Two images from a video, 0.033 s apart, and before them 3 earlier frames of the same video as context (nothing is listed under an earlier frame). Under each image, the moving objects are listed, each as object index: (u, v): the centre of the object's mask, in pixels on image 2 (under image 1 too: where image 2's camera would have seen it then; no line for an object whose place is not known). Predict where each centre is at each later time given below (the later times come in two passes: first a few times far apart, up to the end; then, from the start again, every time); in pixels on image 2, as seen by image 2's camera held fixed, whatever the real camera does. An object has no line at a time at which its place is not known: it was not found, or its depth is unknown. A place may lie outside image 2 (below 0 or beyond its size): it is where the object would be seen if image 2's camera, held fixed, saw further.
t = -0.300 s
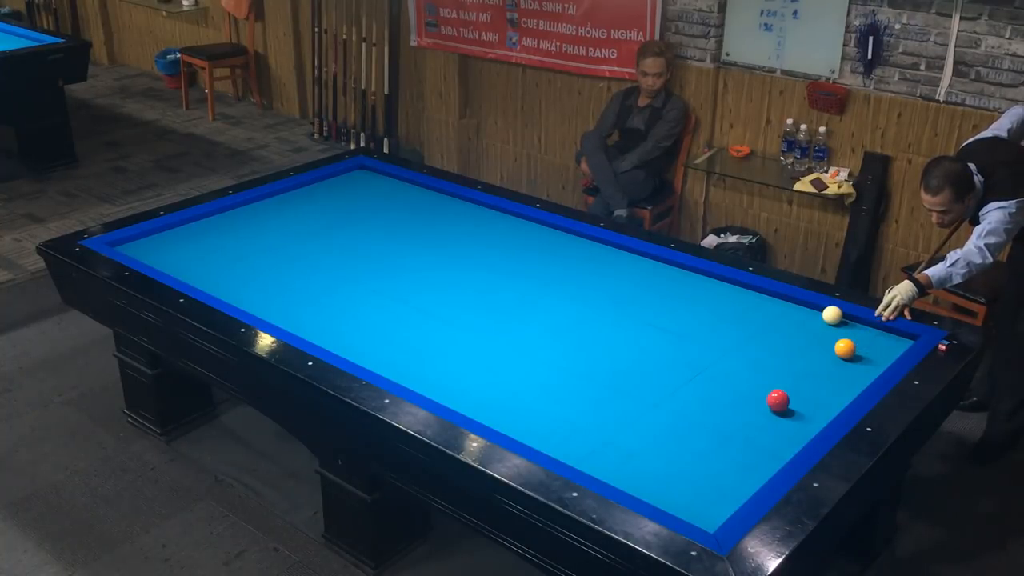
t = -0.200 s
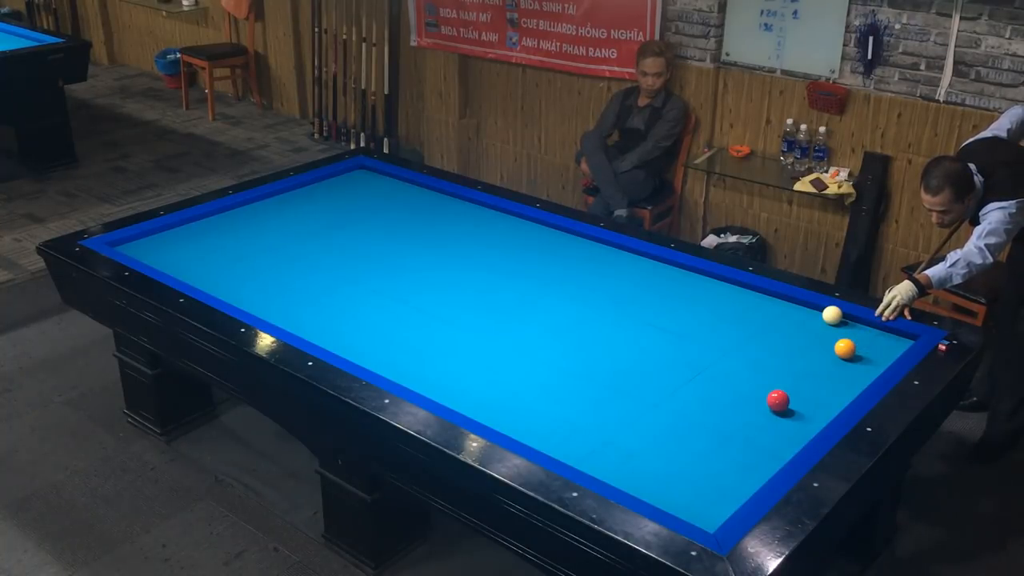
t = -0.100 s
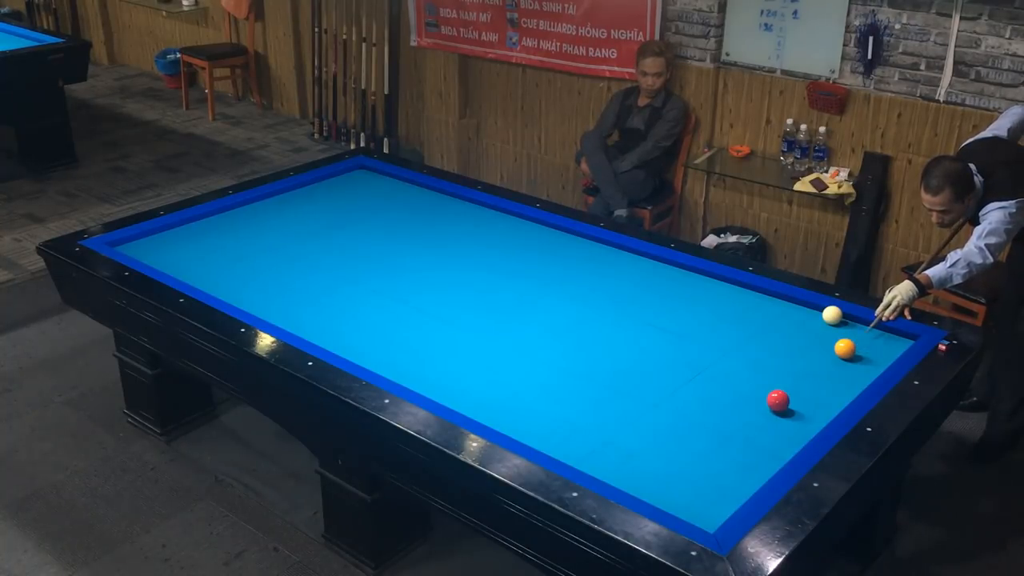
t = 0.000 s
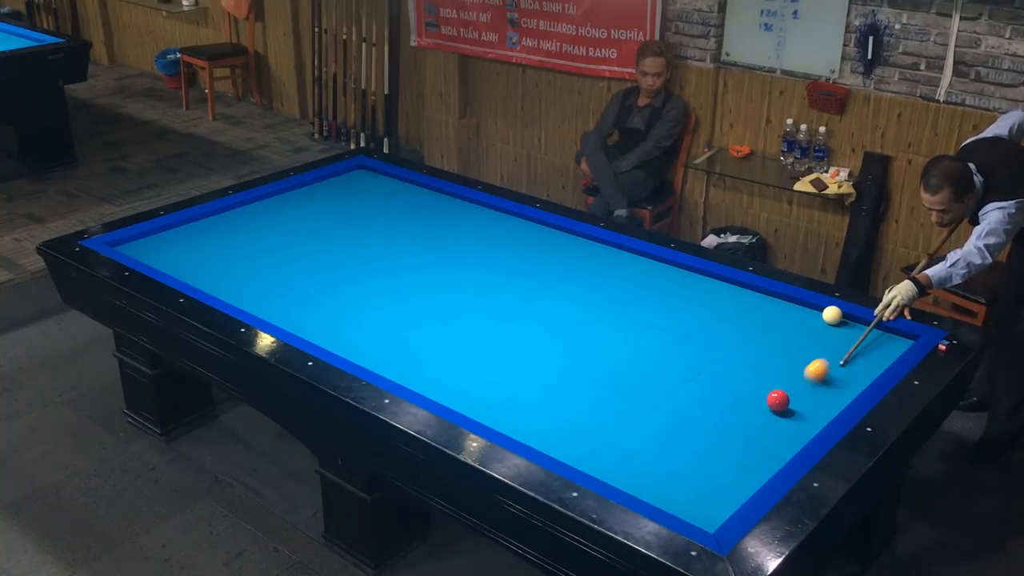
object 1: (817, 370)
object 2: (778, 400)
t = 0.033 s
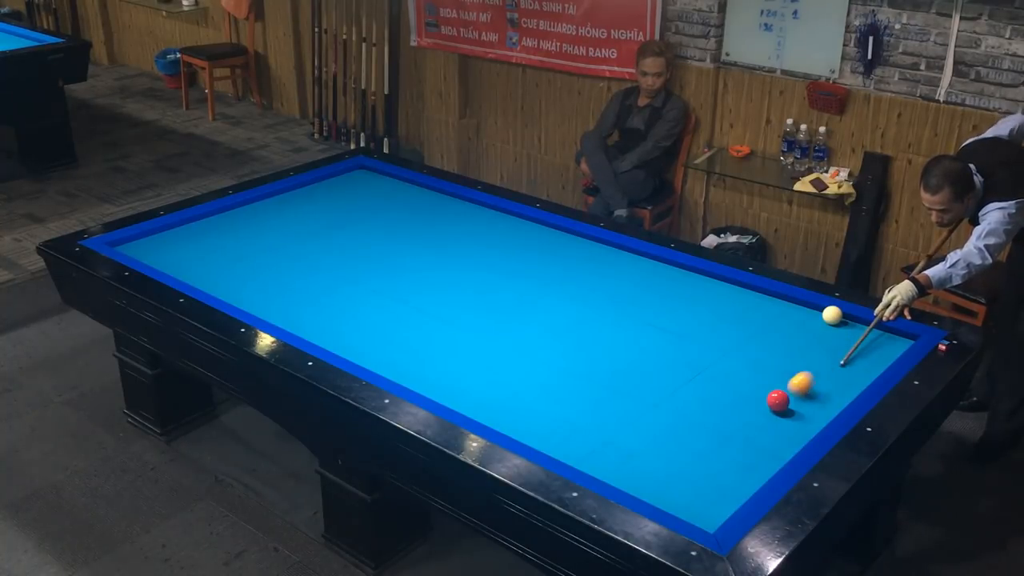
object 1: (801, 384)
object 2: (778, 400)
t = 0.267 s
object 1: (822, 399)
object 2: (640, 476)
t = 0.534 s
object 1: (848, 382)
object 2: (683, 413)
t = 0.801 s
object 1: (855, 358)
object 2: (726, 358)
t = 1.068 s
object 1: (861, 336)
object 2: (761, 313)
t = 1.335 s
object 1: (849, 324)
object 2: (754, 309)
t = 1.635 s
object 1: (809, 324)
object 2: (718, 331)
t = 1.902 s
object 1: (776, 324)
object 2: (684, 352)
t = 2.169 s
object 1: (744, 324)
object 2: (648, 373)
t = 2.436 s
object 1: (713, 324)
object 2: (610, 395)
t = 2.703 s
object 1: (683, 324)
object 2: (569, 419)
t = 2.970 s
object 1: (655, 324)
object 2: (534, 438)
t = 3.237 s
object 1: (628, 324)
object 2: (556, 423)
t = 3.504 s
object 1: (602, 324)
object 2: (575, 409)
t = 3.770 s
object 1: (577, 324)
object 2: (594, 396)
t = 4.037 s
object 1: (553, 324)
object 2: (610, 383)
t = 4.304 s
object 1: (530, 324)
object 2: (626, 372)
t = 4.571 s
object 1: (508, 325)
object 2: (640, 361)
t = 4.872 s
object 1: (485, 325)
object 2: (654, 350)
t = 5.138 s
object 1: (466, 325)
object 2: (666, 341)
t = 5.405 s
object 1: (448, 325)
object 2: (676, 333)
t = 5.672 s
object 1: (430, 325)
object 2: (686, 325)
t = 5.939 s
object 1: (414, 325)
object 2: (695, 317)
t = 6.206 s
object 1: (399, 325)
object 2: (703, 311)
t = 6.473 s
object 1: (385, 325)
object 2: (711, 305)
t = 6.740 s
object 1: (373, 325)
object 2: (718, 299)
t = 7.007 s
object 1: (361, 325)
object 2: (725, 294)
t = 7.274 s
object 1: (351, 325)
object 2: (731, 288)
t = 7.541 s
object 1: (342, 325)
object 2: (734, 285)
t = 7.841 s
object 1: (334, 325)
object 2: (730, 287)
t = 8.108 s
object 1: (327, 325)
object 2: (727, 288)
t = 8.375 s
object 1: (322, 325)
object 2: (724, 290)
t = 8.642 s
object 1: (318, 325)
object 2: (723, 292)
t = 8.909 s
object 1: (315, 325)
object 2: (721, 293)
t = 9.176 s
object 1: (314, 325)
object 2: (719, 293)
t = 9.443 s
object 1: (313, 325)
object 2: (719, 293)
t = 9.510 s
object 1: (313, 325)
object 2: (719, 293)
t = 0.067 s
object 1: (792, 394)
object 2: (769, 404)
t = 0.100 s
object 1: (796, 396)
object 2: (749, 415)
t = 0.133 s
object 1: (801, 397)
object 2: (727, 427)
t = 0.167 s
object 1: (805, 398)
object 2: (706, 439)
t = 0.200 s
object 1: (811, 399)
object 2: (684, 451)
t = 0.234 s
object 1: (816, 399)
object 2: (662, 463)
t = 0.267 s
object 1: (822, 399)
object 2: (640, 476)
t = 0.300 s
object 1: (828, 398)
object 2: (626, 481)
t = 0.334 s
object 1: (834, 397)
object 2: (635, 472)
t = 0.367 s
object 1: (840, 396)
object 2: (645, 460)
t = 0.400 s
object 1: (845, 395)
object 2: (654, 449)
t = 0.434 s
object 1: (846, 391)
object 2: (662, 440)
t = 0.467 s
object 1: (846, 389)
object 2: (670, 430)
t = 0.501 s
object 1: (848, 385)
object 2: (677, 422)
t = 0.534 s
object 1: (848, 382)
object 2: (683, 413)
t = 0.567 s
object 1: (849, 379)
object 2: (689, 406)
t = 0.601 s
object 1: (850, 376)
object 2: (695, 398)
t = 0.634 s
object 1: (851, 373)
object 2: (700, 391)
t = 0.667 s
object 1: (852, 369)
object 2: (705, 384)
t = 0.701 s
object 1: (853, 367)
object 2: (711, 378)
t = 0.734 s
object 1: (853, 364)
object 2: (716, 371)
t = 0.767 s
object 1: (854, 361)
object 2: (721, 365)
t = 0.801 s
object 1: (855, 358)
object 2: (726, 358)
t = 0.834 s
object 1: (856, 355)
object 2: (731, 353)
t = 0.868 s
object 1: (856, 352)
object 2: (735, 346)
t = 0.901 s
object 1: (857, 349)
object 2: (740, 341)
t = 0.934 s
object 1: (858, 347)
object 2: (744, 335)
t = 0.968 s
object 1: (858, 344)
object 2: (748, 329)
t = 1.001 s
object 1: (859, 341)
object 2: (753, 324)
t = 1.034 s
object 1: (860, 339)
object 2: (757, 319)
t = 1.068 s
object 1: (861, 336)
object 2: (761, 313)
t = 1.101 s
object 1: (861, 333)
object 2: (765, 308)
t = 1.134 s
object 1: (862, 331)
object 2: (769, 303)
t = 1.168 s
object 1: (862, 328)
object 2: (773, 298)
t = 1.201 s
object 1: (863, 326)
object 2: (772, 298)
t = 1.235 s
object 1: (863, 324)
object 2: (768, 301)
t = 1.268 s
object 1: (858, 324)
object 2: (763, 304)
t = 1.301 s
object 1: (853, 324)
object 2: (758, 307)
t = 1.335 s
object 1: (849, 324)
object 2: (754, 309)
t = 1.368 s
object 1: (844, 324)
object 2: (750, 312)
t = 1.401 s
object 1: (840, 324)
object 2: (746, 314)
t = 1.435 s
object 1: (836, 325)
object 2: (742, 317)
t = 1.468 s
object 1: (831, 325)
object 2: (738, 319)
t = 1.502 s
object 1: (826, 325)
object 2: (734, 321)
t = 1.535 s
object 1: (822, 324)
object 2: (730, 324)
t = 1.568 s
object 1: (818, 324)
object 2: (726, 326)
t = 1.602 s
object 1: (813, 324)
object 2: (722, 329)
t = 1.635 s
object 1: (809, 324)
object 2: (718, 331)
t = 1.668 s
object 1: (805, 324)
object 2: (714, 334)
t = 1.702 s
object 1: (801, 324)
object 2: (709, 336)
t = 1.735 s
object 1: (796, 324)
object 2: (705, 339)
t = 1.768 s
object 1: (792, 324)
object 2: (701, 341)
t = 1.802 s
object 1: (788, 324)
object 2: (697, 344)
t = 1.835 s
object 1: (784, 324)
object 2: (692, 346)
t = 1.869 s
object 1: (780, 324)
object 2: (688, 349)
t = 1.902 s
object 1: (776, 324)
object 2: (684, 352)
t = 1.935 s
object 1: (772, 324)
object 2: (679, 354)
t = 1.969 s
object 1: (768, 324)
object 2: (675, 357)
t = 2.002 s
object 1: (764, 324)
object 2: (670, 359)
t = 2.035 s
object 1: (760, 324)
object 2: (666, 362)
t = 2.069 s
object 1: (756, 324)
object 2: (662, 365)
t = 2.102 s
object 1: (752, 324)
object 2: (657, 368)
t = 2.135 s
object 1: (748, 324)
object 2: (653, 370)
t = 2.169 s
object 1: (744, 324)
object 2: (648, 373)
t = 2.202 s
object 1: (740, 324)
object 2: (643, 376)
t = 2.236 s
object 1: (736, 324)
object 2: (639, 378)
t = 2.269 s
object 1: (732, 324)
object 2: (634, 381)
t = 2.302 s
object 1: (728, 324)
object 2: (629, 384)
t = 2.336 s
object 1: (725, 324)
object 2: (624, 387)
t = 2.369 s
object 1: (721, 324)
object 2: (619, 390)
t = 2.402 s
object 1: (717, 324)
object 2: (615, 393)
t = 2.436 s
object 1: (713, 324)
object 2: (610, 395)
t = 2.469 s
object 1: (710, 324)
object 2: (605, 398)
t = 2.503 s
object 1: (706, 324)
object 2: (600, 401)
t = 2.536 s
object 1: (702, 324)
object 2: (595, 404)
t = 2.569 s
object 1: (698, 324)
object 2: (590, 407)
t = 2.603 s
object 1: (695, 324)
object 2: (585, 410)
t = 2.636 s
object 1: (691, 324)
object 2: (580, 413)
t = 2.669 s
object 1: (687, 324)
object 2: (575, 416)
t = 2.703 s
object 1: (683, 324)
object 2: (569, 419)
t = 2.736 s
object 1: (680, 324)
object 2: (564, 422)
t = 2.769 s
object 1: (677, 324)
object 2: (559, 425)
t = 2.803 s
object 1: (673, 324)
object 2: (554, 428)
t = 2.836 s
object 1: (669, 324)
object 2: (548, 431)
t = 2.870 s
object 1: (666, 324)
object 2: (543, 434)
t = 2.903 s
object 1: (662, 324)
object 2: (538, 437)
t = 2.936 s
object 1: (659, 324)
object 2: (533, 438)
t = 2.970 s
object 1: (655, 324)
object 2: (534, 438)
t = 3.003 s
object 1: (652, 324)
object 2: (537, 436)
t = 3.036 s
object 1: (648, 324)
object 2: (540, 435)
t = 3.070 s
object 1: (645, 324)
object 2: (543, 433)
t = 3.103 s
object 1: (641, 324)
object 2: (545, 431)
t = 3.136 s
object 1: (638, 324)
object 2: (548, 429)
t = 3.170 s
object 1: (635, 324)
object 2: (551, 427)
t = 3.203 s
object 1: (632, 324)
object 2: (553, 425)
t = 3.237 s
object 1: (628, 324)
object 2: (556, 423)
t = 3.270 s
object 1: (625, 324)
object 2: (558, 421)
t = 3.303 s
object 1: (621, 324)
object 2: (561, 420)
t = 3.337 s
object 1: (618, 324)
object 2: (563, 418)
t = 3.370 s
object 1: (615, 324)
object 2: (566, 416)
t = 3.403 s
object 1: (612, 324)
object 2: (568, 414)
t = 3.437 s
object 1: (608, 324)
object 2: (571, 413)
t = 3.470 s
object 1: (605, 324)
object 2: (573, 411)
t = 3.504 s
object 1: (602, 324)
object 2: (575, 409)
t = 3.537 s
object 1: (599, 324)
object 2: (578, 408)
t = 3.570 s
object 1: (595, 324)
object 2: (580, 406)
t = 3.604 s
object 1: (592, 324)
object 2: (582, 404)
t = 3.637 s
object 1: (589, 324)
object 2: (585, 402)
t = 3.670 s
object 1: (586, 324)
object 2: (587, 401)
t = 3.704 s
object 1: (583, 324)
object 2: (589, 399)
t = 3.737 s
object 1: (580, 324)
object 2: (591, 397)
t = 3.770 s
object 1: (577, 324)
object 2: (594, 396)
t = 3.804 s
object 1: (573, 324)
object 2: (596, 394)
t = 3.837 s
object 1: (570, 324)
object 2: (598, 393)
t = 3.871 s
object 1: (567, 324)
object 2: (600, 391)
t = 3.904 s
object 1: (564, 324)
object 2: (602, 390)
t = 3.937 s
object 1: (562, 324)
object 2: (604, 388)
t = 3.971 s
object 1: (559, 324)
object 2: (606, 387)
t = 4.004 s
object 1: (556, 324)
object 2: (609, 385)
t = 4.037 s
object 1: (553, 324)
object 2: (610, 383)
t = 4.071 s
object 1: (550, 324)
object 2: (612, 382)
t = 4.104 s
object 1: (547, 324)
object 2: (614, 381)
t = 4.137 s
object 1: (544, 324)
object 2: (616, 379)
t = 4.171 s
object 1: (541, 324)
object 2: (618, 377)
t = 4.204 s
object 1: (539, 324)
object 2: (620, 376)
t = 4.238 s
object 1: (535, 324)
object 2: (622, 375)
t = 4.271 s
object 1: (533, 324)
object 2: (624, 373)
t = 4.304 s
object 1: (530, 324)
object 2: (626, 372)
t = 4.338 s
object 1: (527, 324)
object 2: (628, 370)
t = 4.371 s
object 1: (524, 324)
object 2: (629, 369)
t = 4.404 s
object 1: (522, 324)
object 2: (631, 368)
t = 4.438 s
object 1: (519, 324)
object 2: (633, 367)
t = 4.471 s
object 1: (516, 324)
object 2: (635, 365)
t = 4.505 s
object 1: (514, 324)
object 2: (637, 364)
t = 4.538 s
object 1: (511, 324)
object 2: (638, 362)
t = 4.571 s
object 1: (508, 325)
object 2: (640, 361)
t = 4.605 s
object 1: (506, 324)
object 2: (642, 360)
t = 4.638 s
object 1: (503, 324)
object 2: (643, 359)
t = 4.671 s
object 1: (500, 324)
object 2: (645, 357)
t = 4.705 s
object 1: (498, 325)
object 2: (647, 356)
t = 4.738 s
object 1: (495, 324)
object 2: (648, 355)
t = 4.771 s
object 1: (493, 325)
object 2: (650, 354)
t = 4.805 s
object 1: (490, 325)
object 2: (651, 353)
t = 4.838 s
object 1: (488, 324)
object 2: (653, 351)
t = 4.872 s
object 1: (485, 325)
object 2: (654, 350)
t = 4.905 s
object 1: (483, 325)
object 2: (656, 349)
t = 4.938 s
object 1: (480, 325)
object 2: (657, 348)
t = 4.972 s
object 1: (478, 324)
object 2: (659, 347)
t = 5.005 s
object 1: (475, 325)
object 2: (660, 346)
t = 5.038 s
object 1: (473, 325)
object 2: (662, 345)
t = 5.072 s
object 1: (471, 324)
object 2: (663, 343)
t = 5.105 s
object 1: (468, 325)
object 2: (664, 342)
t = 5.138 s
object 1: (466, 325)
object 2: (666, 341)
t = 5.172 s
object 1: (463, 325)
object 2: (667, 340)
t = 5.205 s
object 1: (461, 324)
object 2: (669, 339)
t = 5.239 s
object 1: (459, 325)
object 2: (670, 338)
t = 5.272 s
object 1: (457, 325)
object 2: (671, 337)
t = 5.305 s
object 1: (454, 325)
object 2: (672, 336)
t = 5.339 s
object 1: (452, 325)
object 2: (674, 335)
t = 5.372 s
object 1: (450, 325)
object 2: (675, 334)
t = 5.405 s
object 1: (448, 325)
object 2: (676, 333)
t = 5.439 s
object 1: (446, 325)
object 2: (678, 332)
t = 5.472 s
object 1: (443, 325)
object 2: (679, 331)
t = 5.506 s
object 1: (441, 325)
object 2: (680, 330)
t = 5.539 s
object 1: (439, 325)
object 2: (681, 329)
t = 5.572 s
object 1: (437, 325)
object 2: (683, 328)
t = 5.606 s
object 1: (435, 325)
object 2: (684, 327)
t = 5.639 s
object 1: (432, 325)
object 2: (685, 326)
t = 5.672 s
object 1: (430, 325)
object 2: (686, 325)
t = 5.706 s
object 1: (429, 325)
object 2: (687, 324)
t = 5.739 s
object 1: (426, 325)
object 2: (688, 323)
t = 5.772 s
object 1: (424, 325)
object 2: (689, 322)
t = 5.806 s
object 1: (422, 325)
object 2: (691, 321)
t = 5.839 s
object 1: (420, 325)
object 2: (691, 320)
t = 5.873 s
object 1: (418, 325)
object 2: (693, 319)
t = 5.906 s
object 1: (416, 325)
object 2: (694, 319)
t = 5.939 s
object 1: (414, 325)
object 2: (695, 317)
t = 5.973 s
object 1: (413, 325)
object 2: (696, 317)
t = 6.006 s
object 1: (410, 325)
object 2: (697, 316)
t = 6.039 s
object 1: (408, 325)
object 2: (698, 315)
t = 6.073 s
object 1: (407, 325)
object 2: (699, 314)
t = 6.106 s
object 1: (405, 325)
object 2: (700, 313)
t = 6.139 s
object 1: (403, 325)
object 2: (701, 312)
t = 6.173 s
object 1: (401, 325)
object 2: (702, 312)
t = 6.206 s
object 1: (399, 325)
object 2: (703, 311)
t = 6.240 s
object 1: (397, 325)
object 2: (704, 310)
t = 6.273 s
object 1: (396, 325)
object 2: (705, 309)
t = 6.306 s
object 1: (394, 325)
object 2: (706, 309)
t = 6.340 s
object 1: (392, 325)
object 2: (707, 308)
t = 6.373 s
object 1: (391, 325)
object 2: (708, 307)
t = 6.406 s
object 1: (389, 325)
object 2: (709, 306)
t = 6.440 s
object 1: (387, 325)
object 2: (710, 305)
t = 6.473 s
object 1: (385, 325)
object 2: (711, 305)
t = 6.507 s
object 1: (384, 325)
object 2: (712, 304)
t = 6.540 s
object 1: (382, 325)
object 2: (713, 303)
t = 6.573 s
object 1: (380, 325)
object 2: (714, 302)
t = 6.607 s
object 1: (379, 325)
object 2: (715, 302)
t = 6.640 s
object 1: (377, 325)
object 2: (715, 301)
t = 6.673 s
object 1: (376, 325)
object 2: (716, 300)
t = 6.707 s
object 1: (374, 325)
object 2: (717, 299)
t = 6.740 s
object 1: (373, 325)
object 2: (718, 299)
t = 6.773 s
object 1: (371, 325)
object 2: (719, 298)
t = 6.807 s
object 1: (370, 325)
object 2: (720, 297)
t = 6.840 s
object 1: (368, 325)
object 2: (721, 297)
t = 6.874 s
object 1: (367, 325)
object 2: (721, 296)
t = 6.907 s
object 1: (365, 325)
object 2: (722, 295)
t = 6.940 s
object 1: (364, 325)
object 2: (723, 295)
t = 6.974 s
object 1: (363, 325)
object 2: (724, 294)
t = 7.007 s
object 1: (361, 325)
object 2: (725, 294)
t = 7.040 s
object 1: (360, 325)
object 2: (725, 293)
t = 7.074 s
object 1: (359, 324)
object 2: (726, 292)
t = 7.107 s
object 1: (357, 325)
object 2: (727, 291)
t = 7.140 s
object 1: (356, 325)
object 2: (728, 291)
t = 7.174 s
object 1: (355, 325)
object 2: (728, 290)
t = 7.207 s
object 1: (354, 325)
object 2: (729, 290)
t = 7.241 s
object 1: (352, 325)
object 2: (730, 289)
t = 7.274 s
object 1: (351, 325)
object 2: (731, 288)
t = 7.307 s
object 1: (350, 325)
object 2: (731, 288)
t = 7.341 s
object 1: (349, 325)
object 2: (732, 287)
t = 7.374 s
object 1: (348, 325)
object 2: (732, 287)
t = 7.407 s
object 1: (347, 325)
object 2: (733, 286)
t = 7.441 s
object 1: (346, 325)
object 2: (733, 285)
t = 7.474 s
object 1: (344, 325)
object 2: (734, 285)
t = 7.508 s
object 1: (344, 325)
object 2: (735, 285)
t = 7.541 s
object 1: (342, 325)
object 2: (734, 285)
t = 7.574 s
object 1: (341, 325)
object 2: (734, 285)
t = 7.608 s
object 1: (340, 325)
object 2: (733, 285)
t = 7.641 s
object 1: (339, 325)
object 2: (733, 285)
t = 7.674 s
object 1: (338, 325)
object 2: (732, 285)
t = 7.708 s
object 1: (338, 325)
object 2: (732, 286)
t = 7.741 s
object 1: (337, 325)
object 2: (731, 286)
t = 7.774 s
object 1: (336, 325)
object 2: (731, 286)
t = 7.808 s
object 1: (335, 325)
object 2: (730, 286)
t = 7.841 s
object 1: (334, 325)
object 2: (730, 287)
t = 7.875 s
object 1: (333, 325)
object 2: (729, 287)
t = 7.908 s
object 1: (332, 325)
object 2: (729, 287)
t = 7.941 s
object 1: (331, 325)
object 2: (728, 287)
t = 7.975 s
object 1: (330, 325)
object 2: (728, 288)
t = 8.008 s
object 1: (330, 325)
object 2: (728, 288)
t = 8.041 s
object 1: (329, 325)
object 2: (727, 288)
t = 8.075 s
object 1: (328, 325)
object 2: (727, 288)
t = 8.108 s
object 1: (327, 325)
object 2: (727, 288)
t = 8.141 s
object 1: (327, 325)
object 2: (726, 289)
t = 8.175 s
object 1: (326, 325)
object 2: (726, 289)
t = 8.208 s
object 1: (325, 325)
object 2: (726, 289)
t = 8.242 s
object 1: (325, 325)
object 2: (725, 289)
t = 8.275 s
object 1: (324, 325)
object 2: (725, 290)
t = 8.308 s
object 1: (323, 325)
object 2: (725, 290)
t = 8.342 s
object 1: (323, 325)
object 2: (724, 290)
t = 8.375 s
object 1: (322, 325)
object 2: (724, 290)
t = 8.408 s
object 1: (322, 325)
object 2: (724, 291)
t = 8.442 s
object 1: (321, 325)
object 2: (724, 291)
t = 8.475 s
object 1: (321, 325)
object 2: (724, 291)
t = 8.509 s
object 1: (320, 325)
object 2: (723, 291)
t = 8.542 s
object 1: (319, 325)
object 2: (723, 291)
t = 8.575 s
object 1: (319, 325)
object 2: (723, 291)
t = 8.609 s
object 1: (319, 325)
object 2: (723, 291)
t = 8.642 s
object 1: (318, 325)
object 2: (723, 292)
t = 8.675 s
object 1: (318, 325)
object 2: (723, 292)
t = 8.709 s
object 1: (317, 325)
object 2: (722, 292)
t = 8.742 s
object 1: (317, 325)
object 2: (722, 292)
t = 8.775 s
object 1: (316, 325)
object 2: (722, 292)
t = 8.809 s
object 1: (316, 325)
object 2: (722, 292)
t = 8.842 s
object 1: (316, 325)
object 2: (722, 292)
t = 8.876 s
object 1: (315, 325)
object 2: (721, 293)
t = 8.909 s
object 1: (315, 325)
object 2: (721, 293)
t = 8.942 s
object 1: (315, 325)
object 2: (721, 293)
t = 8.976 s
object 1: (314, 325)
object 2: (721, 293)
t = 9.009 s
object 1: (314, 325)
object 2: (721, 293)
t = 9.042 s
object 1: (314, 325)
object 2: (720, 293)
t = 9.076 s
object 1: (314, 325)
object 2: (720, 293)
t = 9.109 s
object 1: (314, 325)
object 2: (720, 293)
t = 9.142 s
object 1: (314, 325)
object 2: (720, 293)
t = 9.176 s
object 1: (314, 325)
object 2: (719, 293)
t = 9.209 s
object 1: (313, 325)
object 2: (719, 293)
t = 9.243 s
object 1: (313, 325)
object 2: (719, 293)
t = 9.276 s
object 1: (313, 325)
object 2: (719, 293)
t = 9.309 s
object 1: (313, 325)
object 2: (719, 293)
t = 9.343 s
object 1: (313, 325)
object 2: (719, 293)
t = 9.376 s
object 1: (313, 325)
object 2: (719, 293)
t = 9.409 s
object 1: (313, 325)
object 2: (719, 293)
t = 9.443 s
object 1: (313, 325)
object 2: (719, 293)
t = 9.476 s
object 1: (313, 325)
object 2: (719, 293)
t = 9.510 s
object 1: (313, 325)
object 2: (719, 293)
